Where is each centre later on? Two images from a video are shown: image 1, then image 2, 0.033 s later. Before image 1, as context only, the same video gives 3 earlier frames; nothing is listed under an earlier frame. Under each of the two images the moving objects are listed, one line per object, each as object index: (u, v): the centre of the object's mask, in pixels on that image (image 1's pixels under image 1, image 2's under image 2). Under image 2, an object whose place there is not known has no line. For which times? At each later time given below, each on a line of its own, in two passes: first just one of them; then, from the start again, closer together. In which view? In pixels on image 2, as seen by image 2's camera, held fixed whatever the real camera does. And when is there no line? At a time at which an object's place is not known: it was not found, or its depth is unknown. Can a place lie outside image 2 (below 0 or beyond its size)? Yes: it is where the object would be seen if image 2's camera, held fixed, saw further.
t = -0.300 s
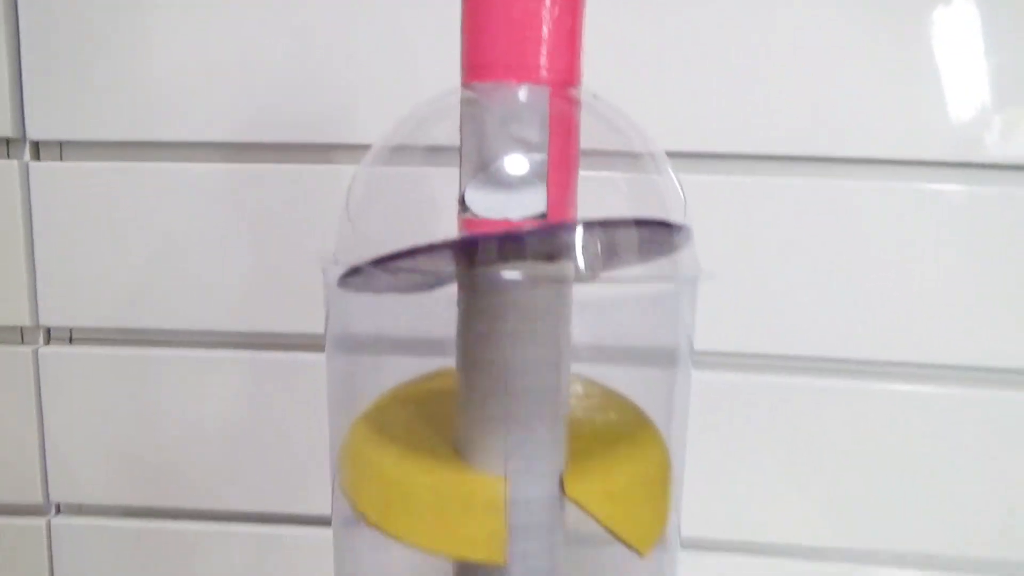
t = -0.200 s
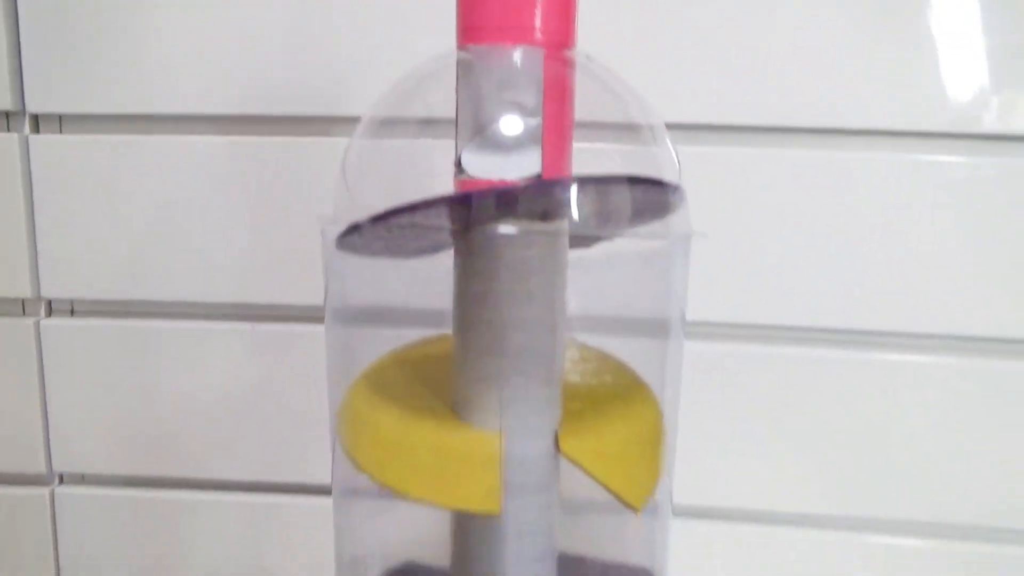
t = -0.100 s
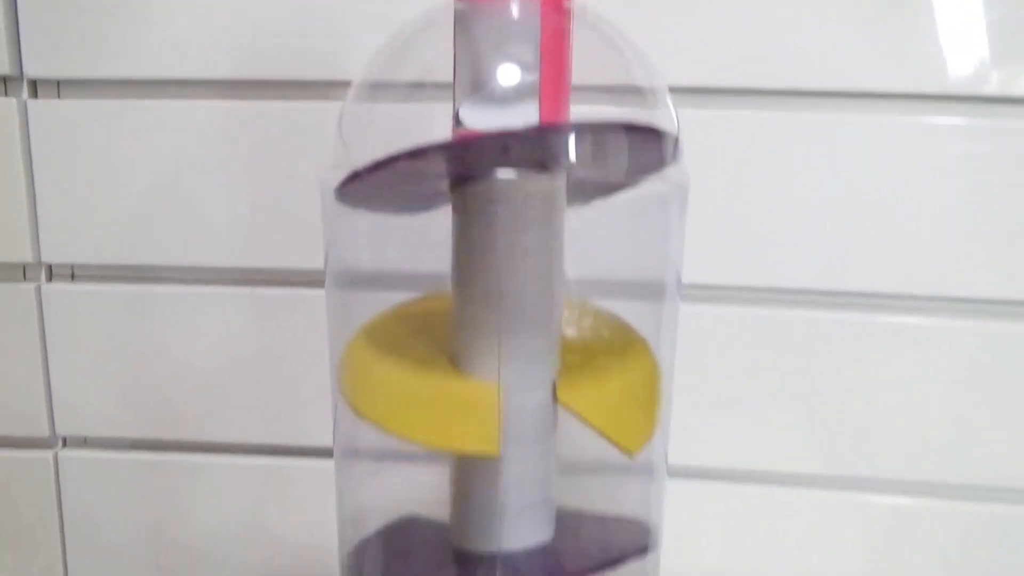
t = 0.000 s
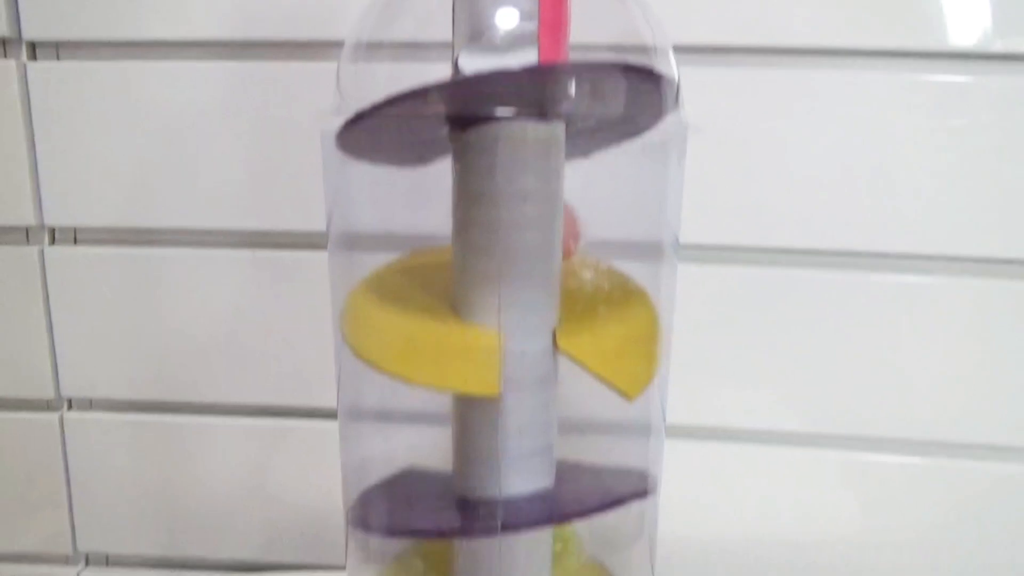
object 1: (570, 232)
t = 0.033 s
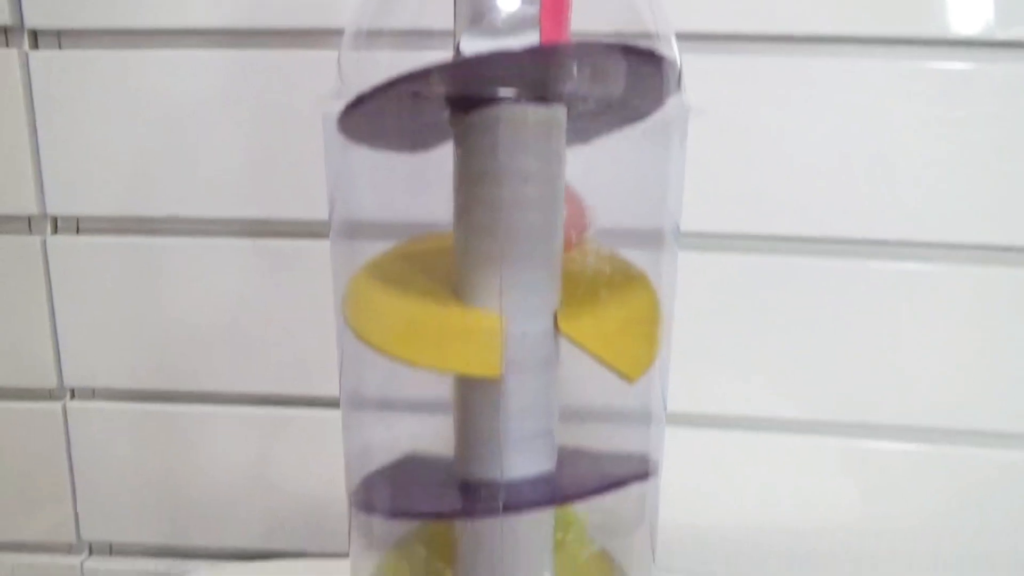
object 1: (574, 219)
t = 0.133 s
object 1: (585, 235)
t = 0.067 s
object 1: (576, 225)
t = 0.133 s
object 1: (585, 235)
